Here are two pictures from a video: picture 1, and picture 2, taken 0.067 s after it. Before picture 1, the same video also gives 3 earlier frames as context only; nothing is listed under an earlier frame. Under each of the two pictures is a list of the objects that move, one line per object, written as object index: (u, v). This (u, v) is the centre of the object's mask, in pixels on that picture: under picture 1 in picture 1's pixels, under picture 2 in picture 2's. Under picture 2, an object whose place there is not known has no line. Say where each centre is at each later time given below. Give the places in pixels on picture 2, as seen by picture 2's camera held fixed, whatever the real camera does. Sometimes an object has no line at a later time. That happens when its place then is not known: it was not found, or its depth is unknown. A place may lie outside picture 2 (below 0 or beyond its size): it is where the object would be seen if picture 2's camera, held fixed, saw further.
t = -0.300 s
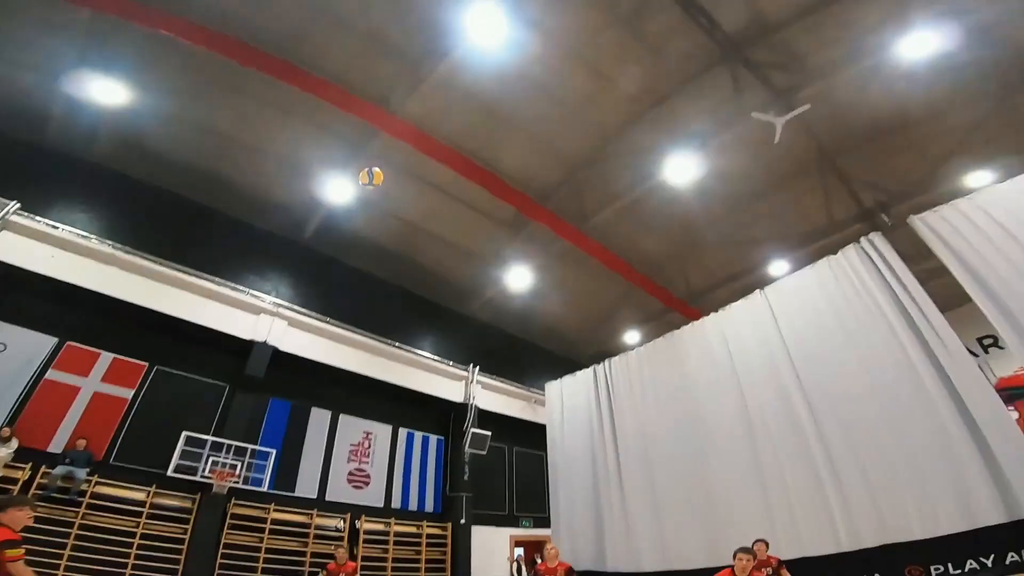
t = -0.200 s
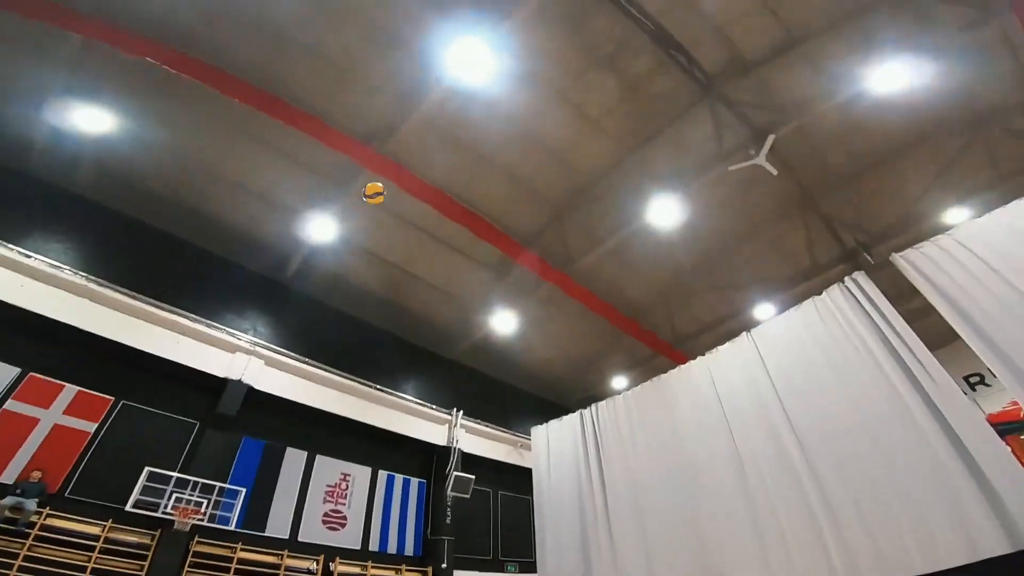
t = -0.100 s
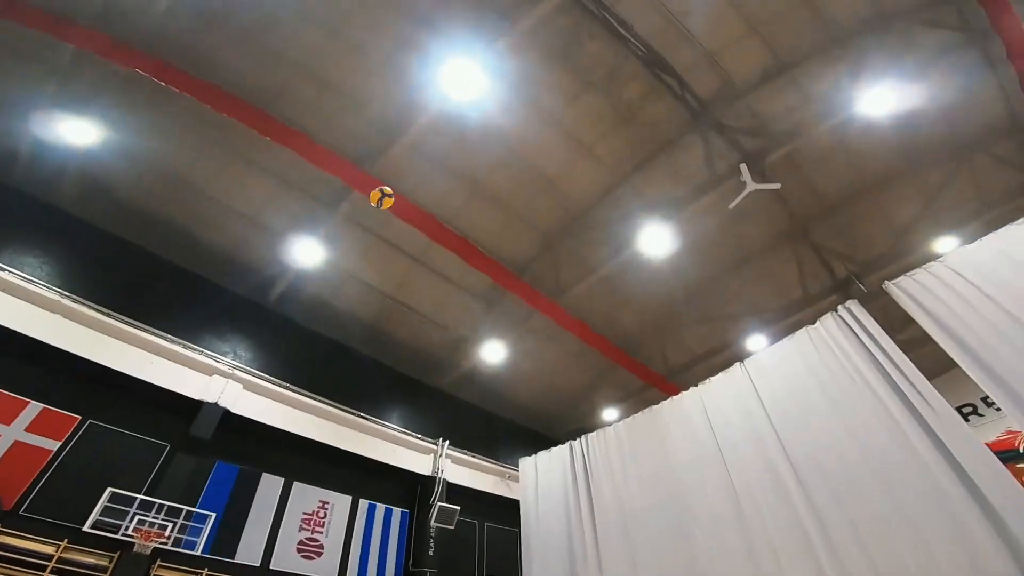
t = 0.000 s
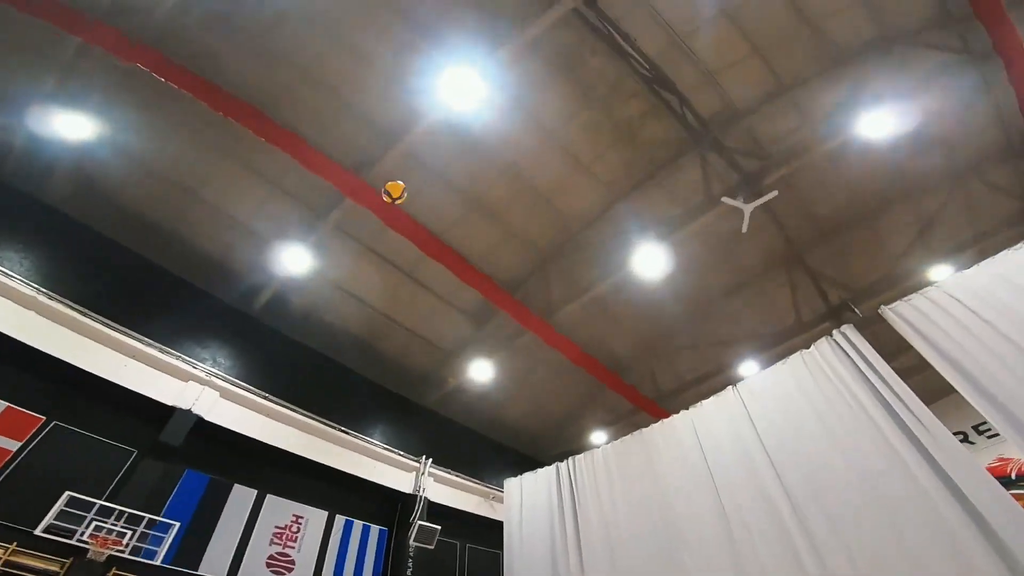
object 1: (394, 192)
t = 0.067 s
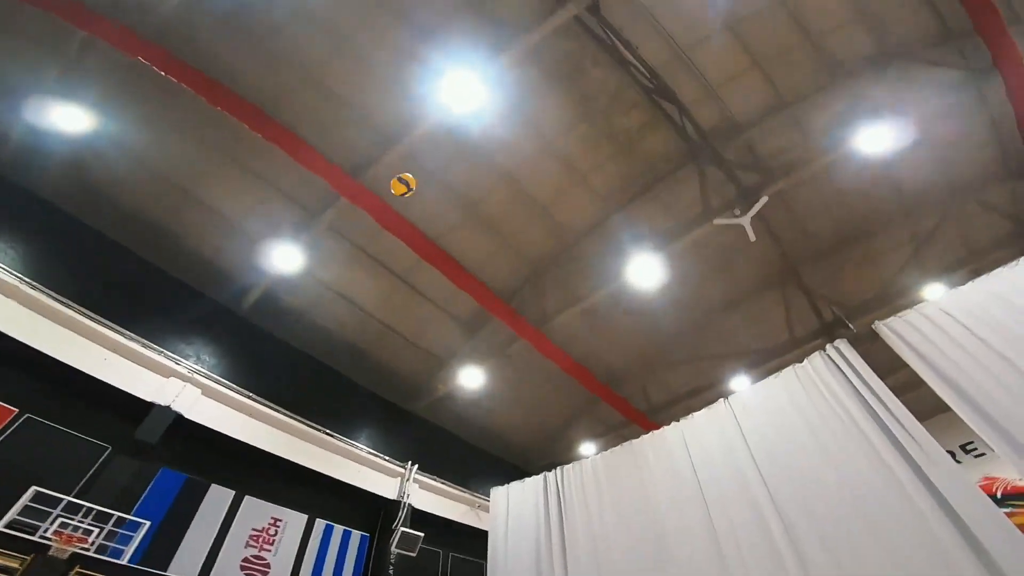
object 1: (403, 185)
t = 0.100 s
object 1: (409, 182)
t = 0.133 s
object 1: (415, 180)
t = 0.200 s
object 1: (422, 177)
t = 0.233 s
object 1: (426, 175)
